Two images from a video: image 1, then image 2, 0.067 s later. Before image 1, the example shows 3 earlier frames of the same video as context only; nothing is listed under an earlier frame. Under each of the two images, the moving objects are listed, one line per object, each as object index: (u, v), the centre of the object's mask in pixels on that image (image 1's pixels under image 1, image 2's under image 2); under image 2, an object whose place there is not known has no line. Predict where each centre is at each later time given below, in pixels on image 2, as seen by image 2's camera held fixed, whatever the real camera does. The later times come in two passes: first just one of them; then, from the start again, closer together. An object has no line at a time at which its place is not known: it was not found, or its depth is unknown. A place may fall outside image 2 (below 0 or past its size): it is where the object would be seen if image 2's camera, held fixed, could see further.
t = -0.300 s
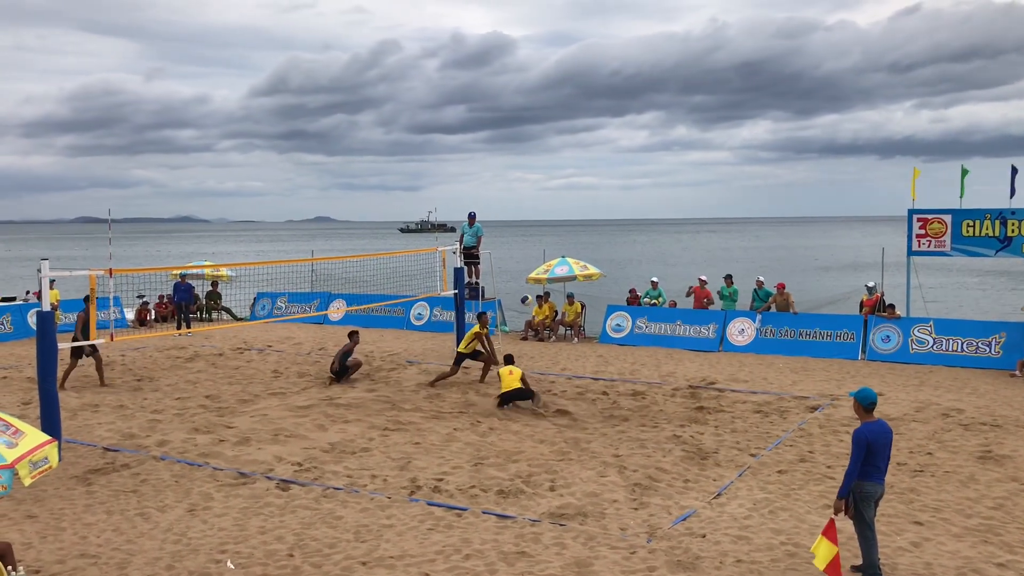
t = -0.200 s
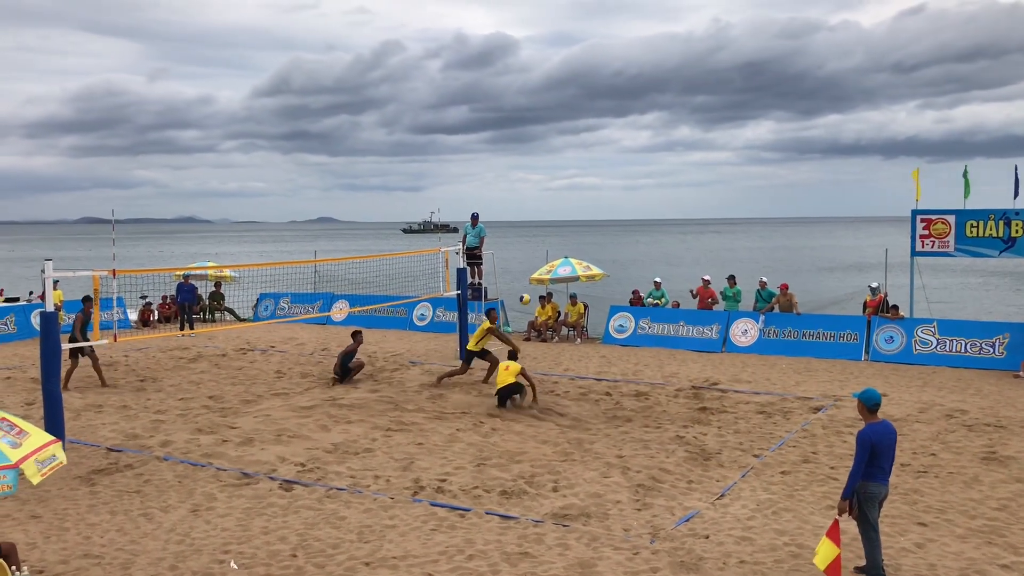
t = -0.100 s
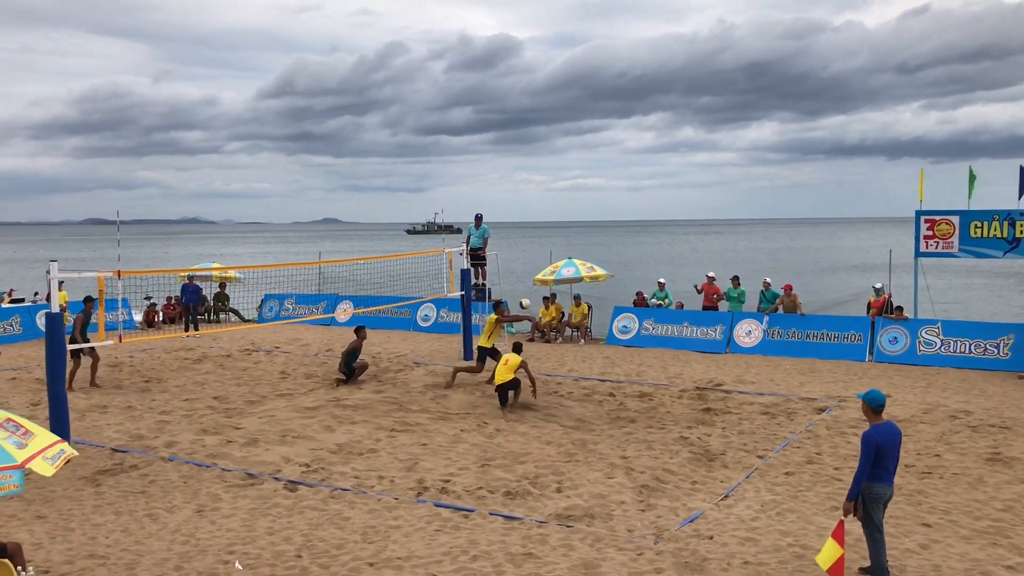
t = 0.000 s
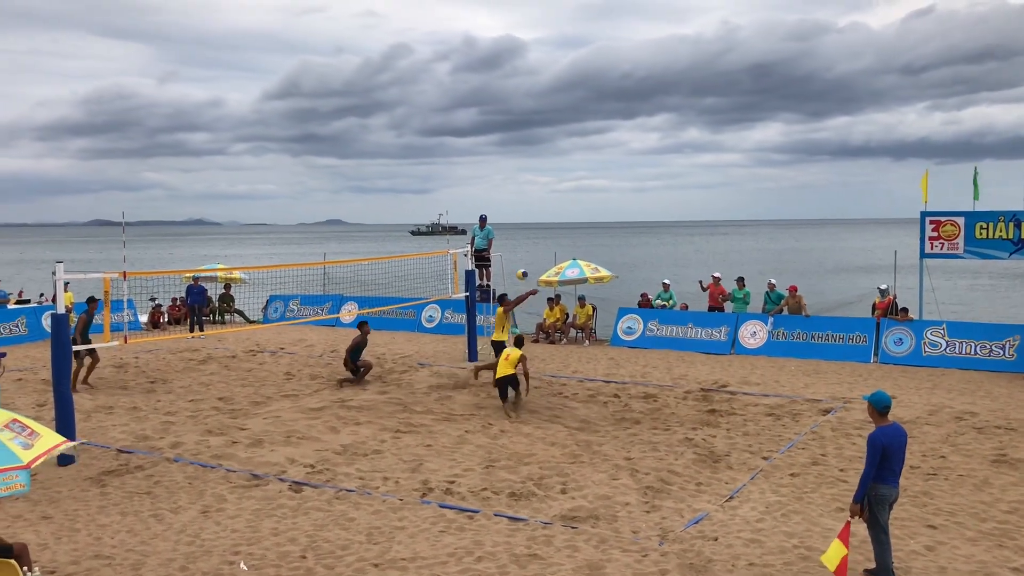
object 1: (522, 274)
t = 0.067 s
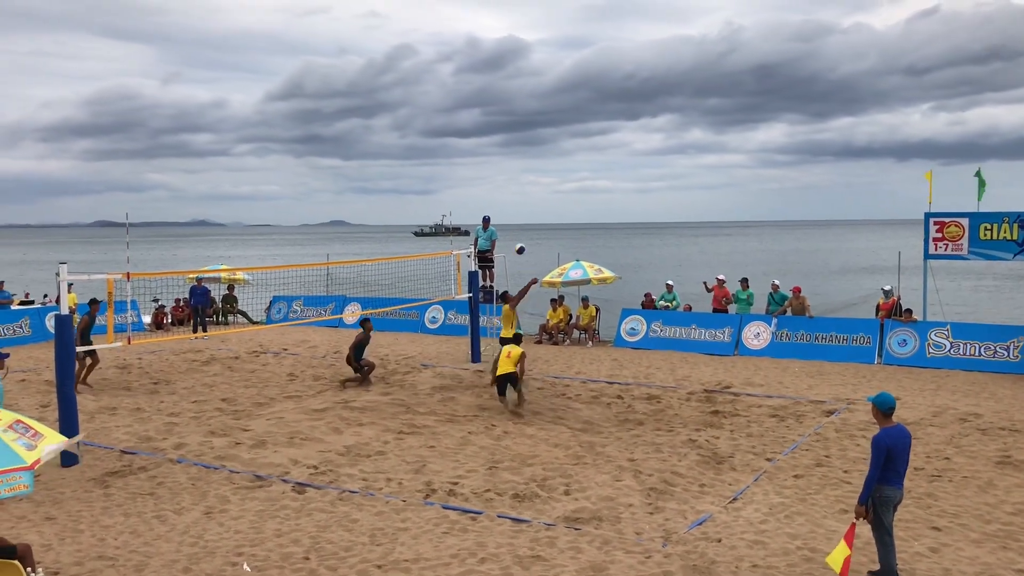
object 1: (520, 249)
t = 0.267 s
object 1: (504, 181)
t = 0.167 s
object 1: (512, 213)
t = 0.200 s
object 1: (509, 202)
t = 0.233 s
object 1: (507, 191)
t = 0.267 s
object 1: (504, 181)
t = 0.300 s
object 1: (502, 172)
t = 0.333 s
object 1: (499, 163)
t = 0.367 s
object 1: (497, 154)
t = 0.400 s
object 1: (495, 147)
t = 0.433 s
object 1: (492, 140)
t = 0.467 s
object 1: (490, 133)
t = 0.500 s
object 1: (488, 127)
